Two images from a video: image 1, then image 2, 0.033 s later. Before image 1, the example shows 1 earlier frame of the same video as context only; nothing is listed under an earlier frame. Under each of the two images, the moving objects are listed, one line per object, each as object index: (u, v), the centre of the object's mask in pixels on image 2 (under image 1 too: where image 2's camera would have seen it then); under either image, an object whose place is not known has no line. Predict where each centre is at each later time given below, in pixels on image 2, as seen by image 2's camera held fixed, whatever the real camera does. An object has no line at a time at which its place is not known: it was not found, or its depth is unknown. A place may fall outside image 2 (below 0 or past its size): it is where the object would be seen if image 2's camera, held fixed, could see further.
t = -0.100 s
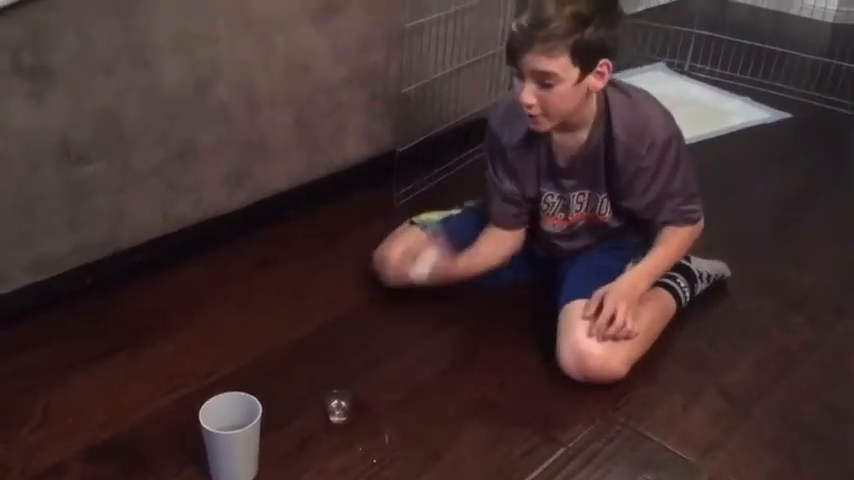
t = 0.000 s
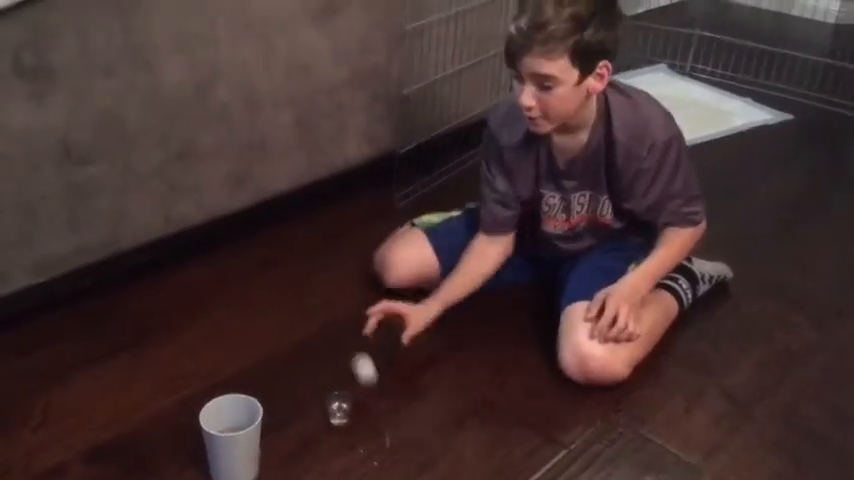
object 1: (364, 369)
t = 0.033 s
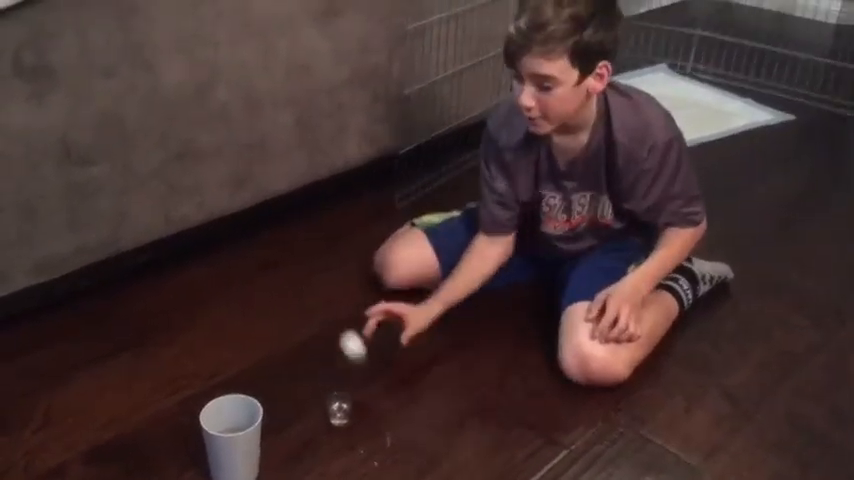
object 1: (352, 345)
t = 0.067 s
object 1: (340, 326)
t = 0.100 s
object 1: (327, 310)
